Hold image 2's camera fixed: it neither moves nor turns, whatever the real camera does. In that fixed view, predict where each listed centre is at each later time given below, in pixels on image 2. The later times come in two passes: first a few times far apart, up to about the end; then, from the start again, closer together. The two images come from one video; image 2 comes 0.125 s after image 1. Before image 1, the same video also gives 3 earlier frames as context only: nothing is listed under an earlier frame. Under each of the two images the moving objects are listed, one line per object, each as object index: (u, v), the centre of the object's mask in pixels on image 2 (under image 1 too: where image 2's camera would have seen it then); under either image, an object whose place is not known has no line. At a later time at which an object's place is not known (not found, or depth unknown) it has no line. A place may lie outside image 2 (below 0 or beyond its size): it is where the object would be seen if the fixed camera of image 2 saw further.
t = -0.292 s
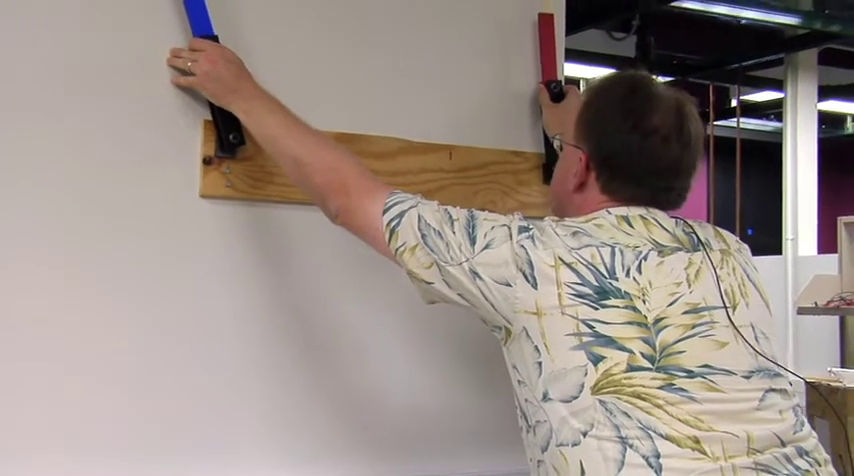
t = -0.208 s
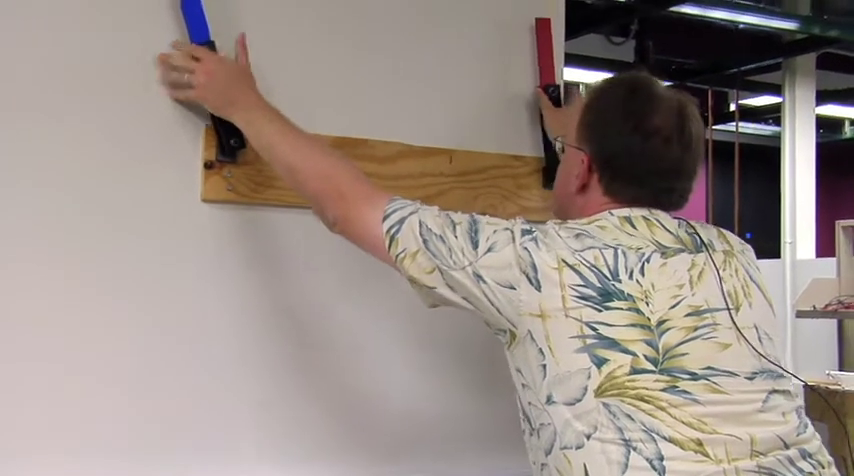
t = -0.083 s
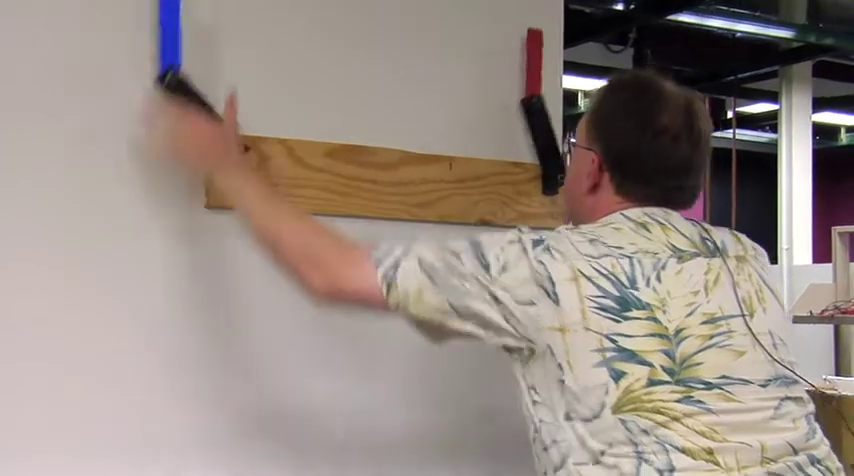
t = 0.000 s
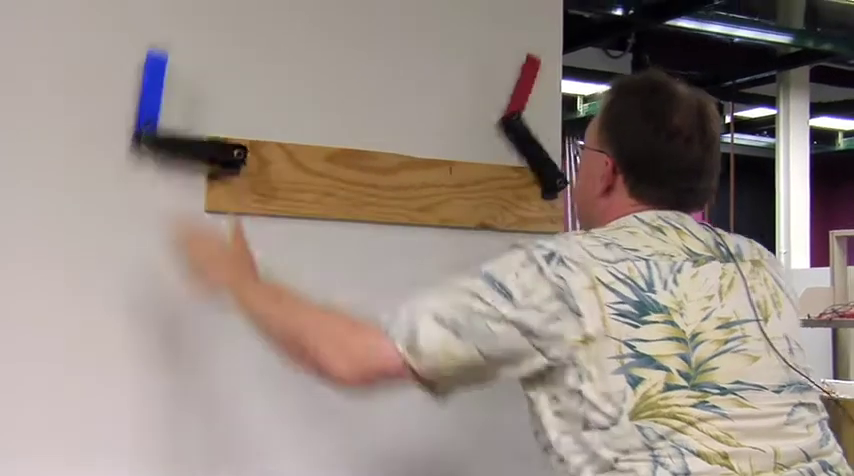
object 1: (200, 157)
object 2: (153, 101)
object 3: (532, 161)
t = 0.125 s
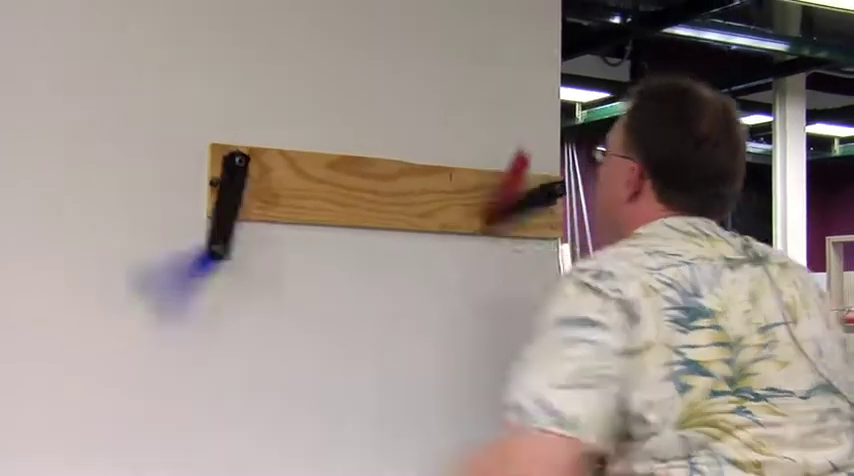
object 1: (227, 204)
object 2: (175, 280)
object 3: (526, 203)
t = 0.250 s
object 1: (266, 186)
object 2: (329, 181)
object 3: (570, 222)
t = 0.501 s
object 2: (282, 122)
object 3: (581, 202)
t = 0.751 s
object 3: (533, 213)
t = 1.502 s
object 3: (580, 185)
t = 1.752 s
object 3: (534, 215)
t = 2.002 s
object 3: (531, 164)
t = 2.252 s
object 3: (529, 164)
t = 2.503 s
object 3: (556, 228)
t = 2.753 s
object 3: (569, 170)
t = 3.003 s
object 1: (243, 198)
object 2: (297, 251)
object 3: (577, 187)
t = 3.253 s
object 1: (197, 142)
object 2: (208, 117)
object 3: (535, 217)
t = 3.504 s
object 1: (227, 121)
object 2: (171, 86)
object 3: (543, 155)
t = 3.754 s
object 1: (202, 162)
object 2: (143, 205)
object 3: (562, 164)
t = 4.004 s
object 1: (273, 177)
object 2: (357, 167)
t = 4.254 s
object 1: (267, 182)
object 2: (334, 166)
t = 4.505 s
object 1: (192, 162)
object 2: (201, 139)
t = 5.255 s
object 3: (519, 202)
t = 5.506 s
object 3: (522, 207)
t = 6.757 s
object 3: (553, 221)
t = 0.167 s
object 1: (232, 205)
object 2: (262, 288)
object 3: (542, 217)
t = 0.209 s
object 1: (248, 196)
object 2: (306, 231)
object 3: (560, 221)
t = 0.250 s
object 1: (266, 186)
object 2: (329, 181)
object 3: (570, 222)
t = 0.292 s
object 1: (270, 169)
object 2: (343, 139)
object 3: (568, 223)
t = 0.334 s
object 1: (269, 152)
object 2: (350, 110)
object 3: (574, 212)
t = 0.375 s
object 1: (263, 138)
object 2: (341, 99)
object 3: (580, 196)
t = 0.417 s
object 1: (255, 130)
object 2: (324, 100)
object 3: (580, 186)
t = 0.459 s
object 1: (250, 125)
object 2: (305, 109)
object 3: (579, 191)
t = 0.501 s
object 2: (282, 122)
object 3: (581, 202)
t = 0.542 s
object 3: (581, 205)
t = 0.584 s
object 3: (579, 210)
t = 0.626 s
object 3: (565, 219)
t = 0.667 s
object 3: (552, 228)
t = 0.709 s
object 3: (543, 224)
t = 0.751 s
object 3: (533, 213)
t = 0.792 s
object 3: (524, 197)
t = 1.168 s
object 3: (578, 206)
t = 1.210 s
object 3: (577, 192)
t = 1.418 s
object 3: (574, 179)
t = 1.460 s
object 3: (578, 182)
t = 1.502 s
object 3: (580, 185)
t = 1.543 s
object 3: (580, 188)
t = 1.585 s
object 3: (580, 194)
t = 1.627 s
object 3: (578, 206)
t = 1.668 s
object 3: (567, 219)
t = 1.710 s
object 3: (550, 223)
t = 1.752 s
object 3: (534, 215)
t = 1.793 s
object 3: (526, 204)
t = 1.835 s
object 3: (523, 197)
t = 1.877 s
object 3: (521, 188)
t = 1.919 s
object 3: (524, 179)
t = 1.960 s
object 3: (527, 171)
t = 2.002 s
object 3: (531, 164)
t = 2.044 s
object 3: (537, 159)
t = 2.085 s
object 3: (542, 157)
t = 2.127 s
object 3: (542, 157)
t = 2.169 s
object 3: (540, 157)
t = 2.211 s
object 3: (536, 160)
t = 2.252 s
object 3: (529, 164)
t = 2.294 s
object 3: (526, 176)
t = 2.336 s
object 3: (522, 191)
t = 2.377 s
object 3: (526, 209)
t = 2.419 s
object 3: (541, 219)
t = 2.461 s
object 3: (551, 228)
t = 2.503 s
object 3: (556, 228)
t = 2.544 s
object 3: (567, 220)
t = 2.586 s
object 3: (576, 208)
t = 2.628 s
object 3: (577, 194)
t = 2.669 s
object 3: (576, 184)
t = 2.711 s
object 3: (574, 174)
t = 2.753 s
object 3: (569, 170)
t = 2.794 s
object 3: (568, 163)
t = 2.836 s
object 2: (321, 150)
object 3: (567, 161)
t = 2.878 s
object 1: (271, 151)
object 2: (341, 172)
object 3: (567, 161)
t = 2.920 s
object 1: (268, 169)
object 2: (356, 202)
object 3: (568, 168)
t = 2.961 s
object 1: (261, 187)
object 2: (341, 226)
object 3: (565, 182)
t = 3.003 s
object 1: (243, 198)
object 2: (297, 251)
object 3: (577, 187)
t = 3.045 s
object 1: (222, 198)
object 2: (242, 274)
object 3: (579, 202)
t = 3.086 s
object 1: (209, 195)
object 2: (161, 280)
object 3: (568, 217)
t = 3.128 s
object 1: (208, 190)
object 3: (558, 228)
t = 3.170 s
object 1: (201, 178)
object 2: (148, 144)
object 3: (557, 228)
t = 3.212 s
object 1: (196, 160)
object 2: (179, 121)
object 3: (550, 226)
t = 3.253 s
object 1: (197, 142)
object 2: (208, 117)
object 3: (535, 217)
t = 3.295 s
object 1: (206, 130)
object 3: (523, 200)
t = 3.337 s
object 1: (216, 122)
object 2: (206, 136)
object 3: (521, 181)
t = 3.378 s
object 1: (224, 122)
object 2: (194, 120)
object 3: (526, 168)
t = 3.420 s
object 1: (227, 121)
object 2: (184, 105)
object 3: (532, 161)
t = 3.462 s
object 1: (228, 120)
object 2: (177, 92)
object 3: (538, 157)
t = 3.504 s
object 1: (227, 121)
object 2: (171, 86)
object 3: (543, 155)
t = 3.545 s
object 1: (225, 121)
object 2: (166, 87)
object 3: (547, 155)
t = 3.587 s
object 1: (221, 122)
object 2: (161, 95)
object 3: (551, 155)
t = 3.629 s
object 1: (215, 125)
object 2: (155, 111)
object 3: (556, 157)
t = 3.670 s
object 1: (207, 130)
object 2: (150, 135)
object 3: (558, 158)
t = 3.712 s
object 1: (199, 143)
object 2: (146, 163)
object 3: (561, 160)
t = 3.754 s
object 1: (202, 162)
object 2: (143, 205)
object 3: (562, 164)
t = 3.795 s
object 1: (208, 183)
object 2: (145, 258)
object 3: (566, 166)
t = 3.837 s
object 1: (229, 196)
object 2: (178, 275)
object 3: (561, 179)
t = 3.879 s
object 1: (250, 194)
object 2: (237, 266)
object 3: (566, 181)
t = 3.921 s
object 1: (266, 184)
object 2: (293, 253)
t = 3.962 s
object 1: (273, 177)
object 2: (346, 227)
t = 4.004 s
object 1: (273, 177)
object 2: (357, 167)
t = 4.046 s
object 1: (273, 172)
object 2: (312, 133)
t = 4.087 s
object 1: (273, 162)
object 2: (271, 140)
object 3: (531, 214)
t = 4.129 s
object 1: (272, 152)
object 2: (293, 179)
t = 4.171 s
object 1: (272, 153)
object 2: (337, 180)
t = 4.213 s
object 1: (271, 167)
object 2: (359, 171)
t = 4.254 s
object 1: (267, 182)
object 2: (334, 166)
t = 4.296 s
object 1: (260, 193)
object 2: (281, 176)
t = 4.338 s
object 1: (243, 200)
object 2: (217, 208)
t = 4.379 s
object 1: (227, 194)
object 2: (166, 249)
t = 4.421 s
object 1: (205, 184)
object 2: (151, 260)
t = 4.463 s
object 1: (193, 169)
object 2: (182, 211)
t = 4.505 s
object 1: (192, 162)
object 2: (201, 139)
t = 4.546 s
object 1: (192, 158)
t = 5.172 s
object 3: (522, 208)
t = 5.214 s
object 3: (523, 206)
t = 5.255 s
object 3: (519, 202)
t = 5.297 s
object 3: (518, 190)
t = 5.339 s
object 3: (518, 176)
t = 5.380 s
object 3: (521, 173)
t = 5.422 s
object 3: (518, 179)
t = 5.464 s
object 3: (518, 195)
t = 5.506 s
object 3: (522, 207)
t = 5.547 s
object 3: (532, 216)
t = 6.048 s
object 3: (552, 218)
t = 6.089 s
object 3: (537, 212)
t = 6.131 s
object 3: (524, 200)
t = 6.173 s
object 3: (519, 185)
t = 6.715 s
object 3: (535, 219)
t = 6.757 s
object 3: (553, 221)
